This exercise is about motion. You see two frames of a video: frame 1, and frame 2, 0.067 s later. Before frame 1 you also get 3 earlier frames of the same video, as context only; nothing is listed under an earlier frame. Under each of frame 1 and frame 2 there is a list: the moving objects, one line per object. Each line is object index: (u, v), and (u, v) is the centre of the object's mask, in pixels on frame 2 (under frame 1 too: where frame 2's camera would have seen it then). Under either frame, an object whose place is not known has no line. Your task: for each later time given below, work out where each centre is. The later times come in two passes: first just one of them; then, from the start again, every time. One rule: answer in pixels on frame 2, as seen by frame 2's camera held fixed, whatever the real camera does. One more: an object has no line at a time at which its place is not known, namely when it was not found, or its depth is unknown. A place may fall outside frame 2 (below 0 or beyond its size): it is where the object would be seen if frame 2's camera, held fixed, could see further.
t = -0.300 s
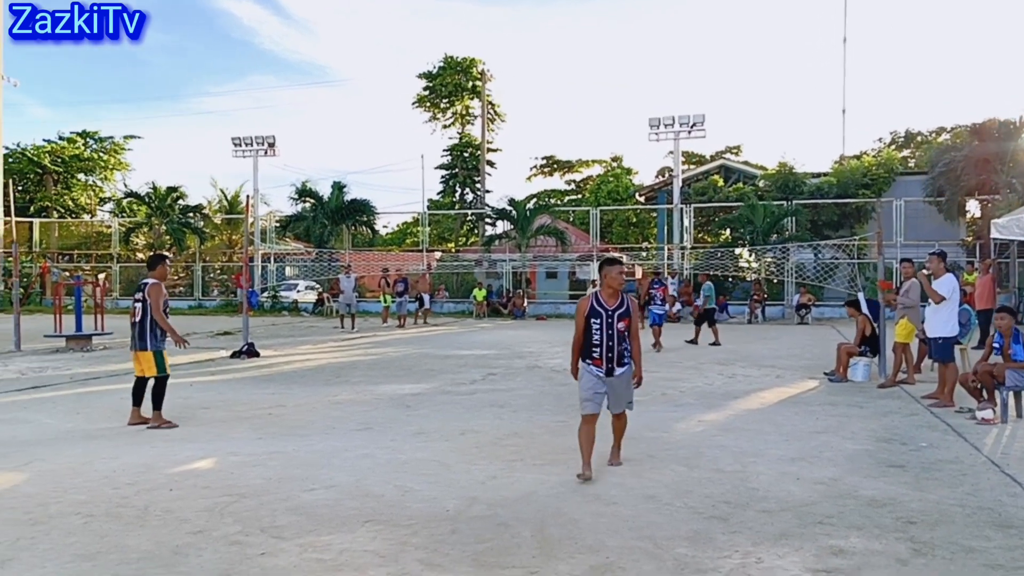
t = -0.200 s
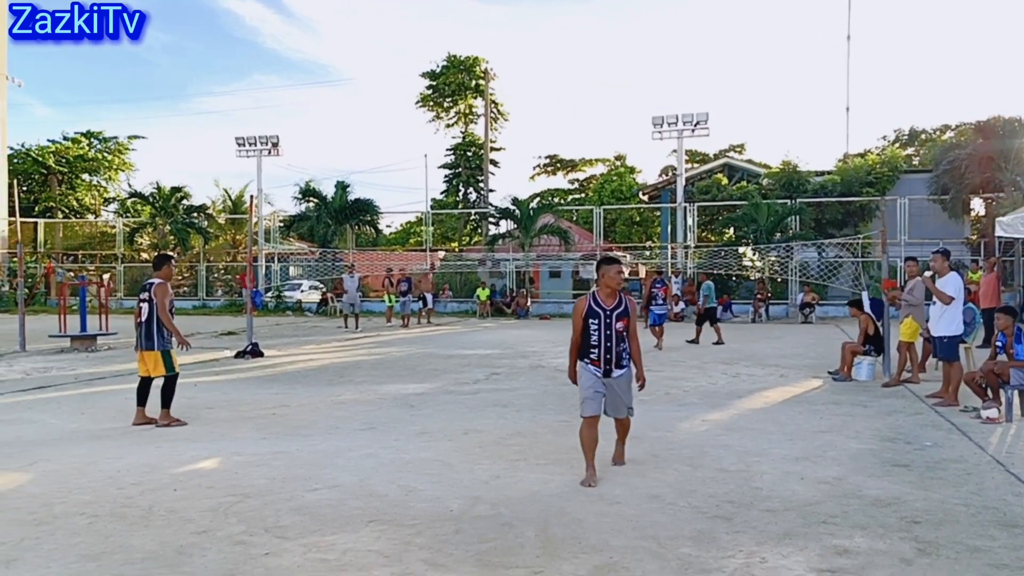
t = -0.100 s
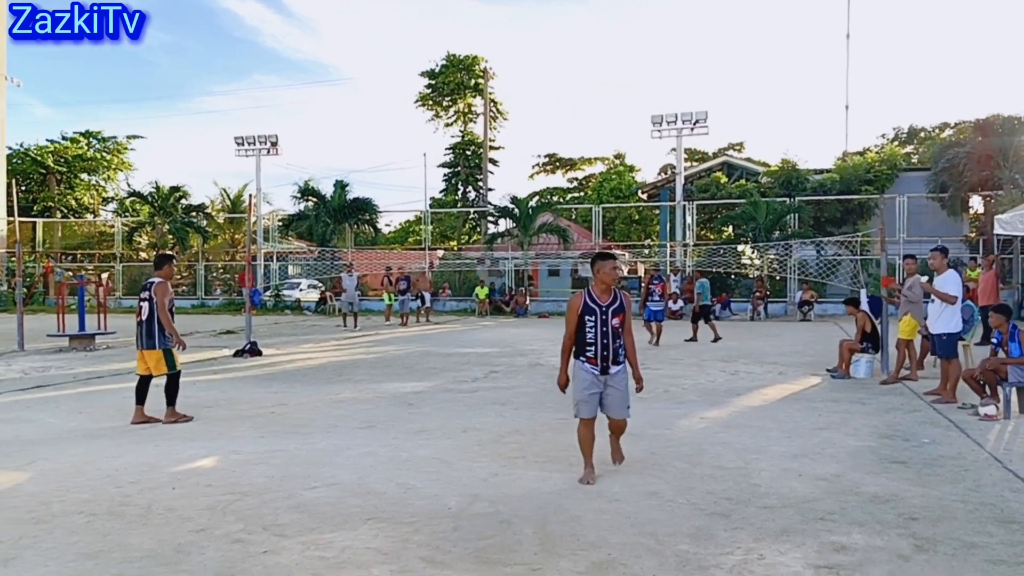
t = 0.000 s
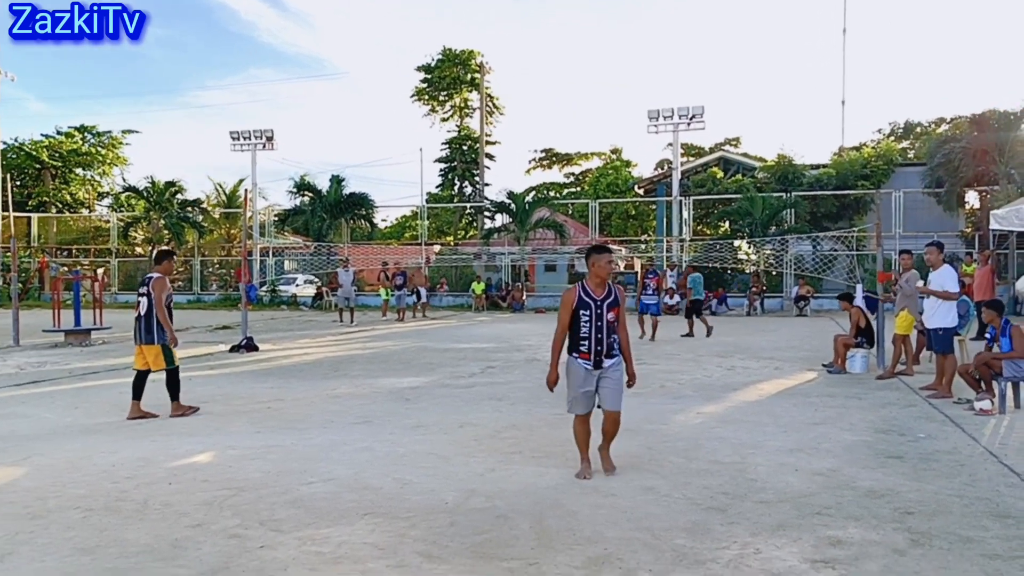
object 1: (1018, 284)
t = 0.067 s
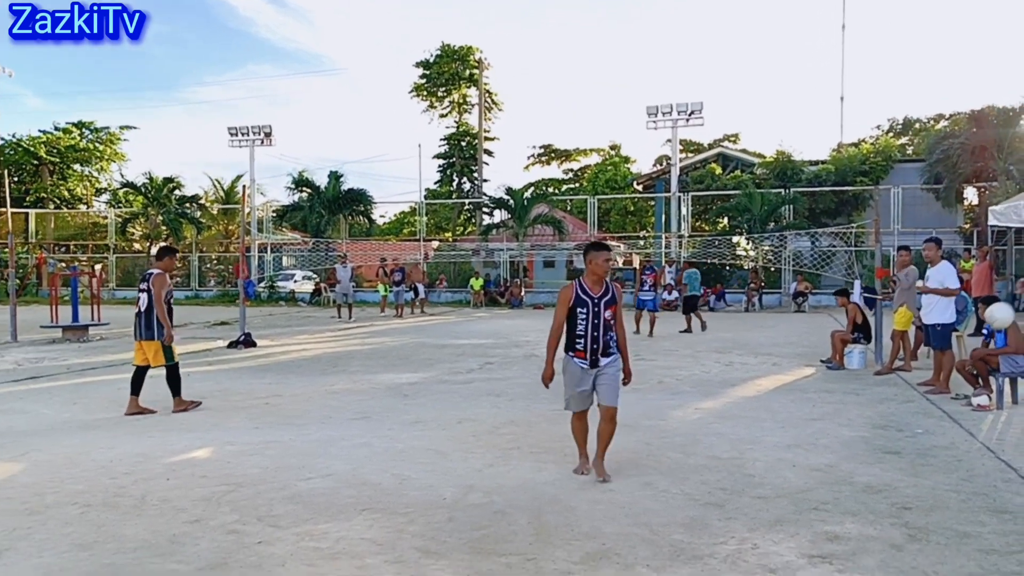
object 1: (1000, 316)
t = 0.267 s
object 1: (906, 466)
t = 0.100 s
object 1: (985, 335)
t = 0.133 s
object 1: (969, 358)
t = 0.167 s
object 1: (953, 381)
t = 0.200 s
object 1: (938, 408)
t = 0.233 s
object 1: (921, 435)
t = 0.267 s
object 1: (906, 466)
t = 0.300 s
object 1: (889, 504)
